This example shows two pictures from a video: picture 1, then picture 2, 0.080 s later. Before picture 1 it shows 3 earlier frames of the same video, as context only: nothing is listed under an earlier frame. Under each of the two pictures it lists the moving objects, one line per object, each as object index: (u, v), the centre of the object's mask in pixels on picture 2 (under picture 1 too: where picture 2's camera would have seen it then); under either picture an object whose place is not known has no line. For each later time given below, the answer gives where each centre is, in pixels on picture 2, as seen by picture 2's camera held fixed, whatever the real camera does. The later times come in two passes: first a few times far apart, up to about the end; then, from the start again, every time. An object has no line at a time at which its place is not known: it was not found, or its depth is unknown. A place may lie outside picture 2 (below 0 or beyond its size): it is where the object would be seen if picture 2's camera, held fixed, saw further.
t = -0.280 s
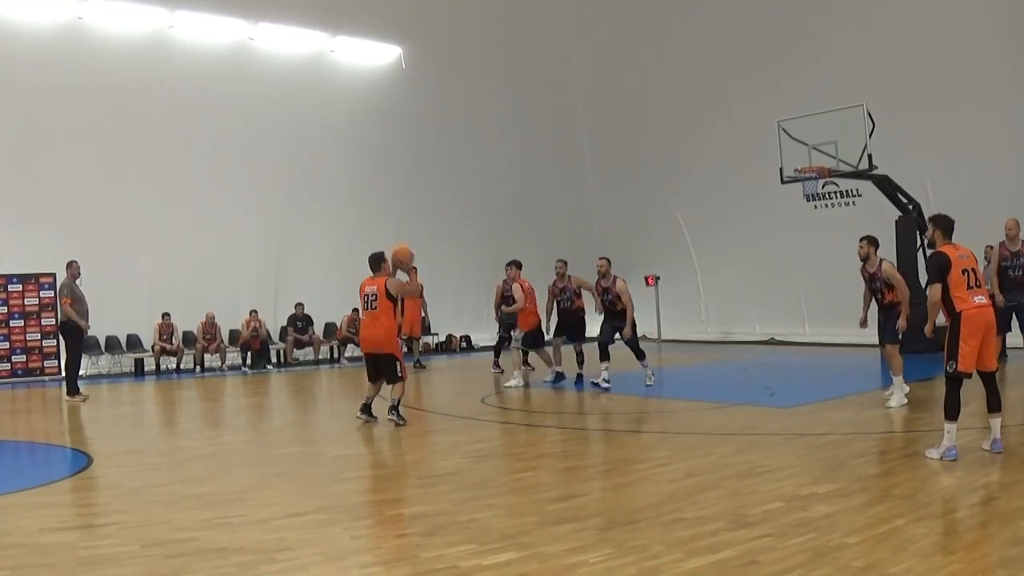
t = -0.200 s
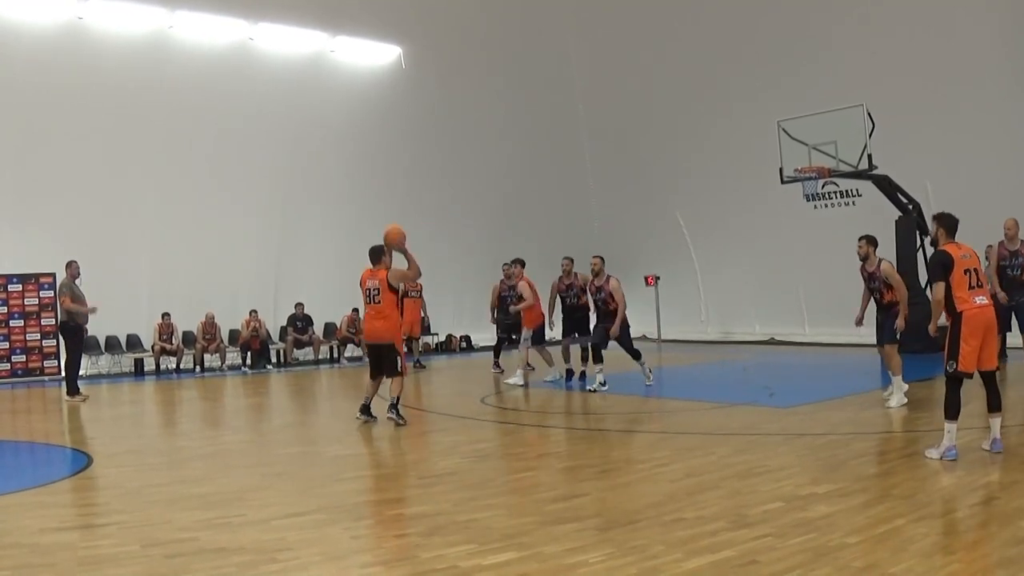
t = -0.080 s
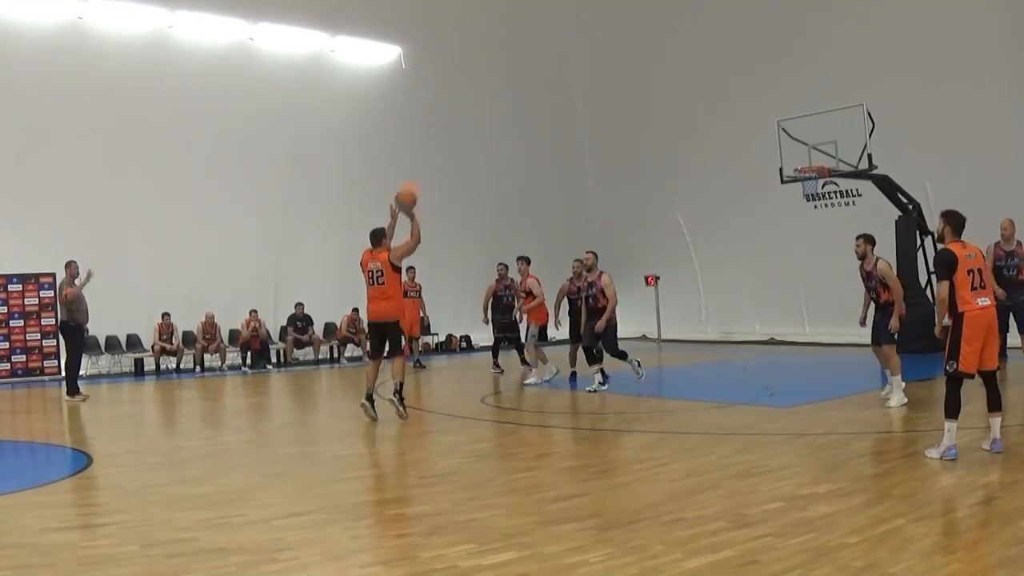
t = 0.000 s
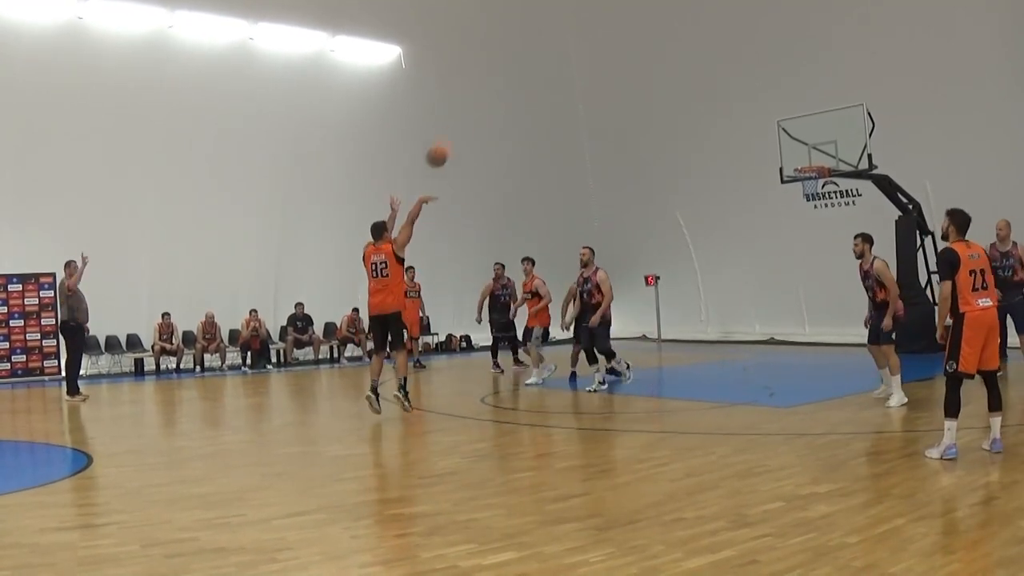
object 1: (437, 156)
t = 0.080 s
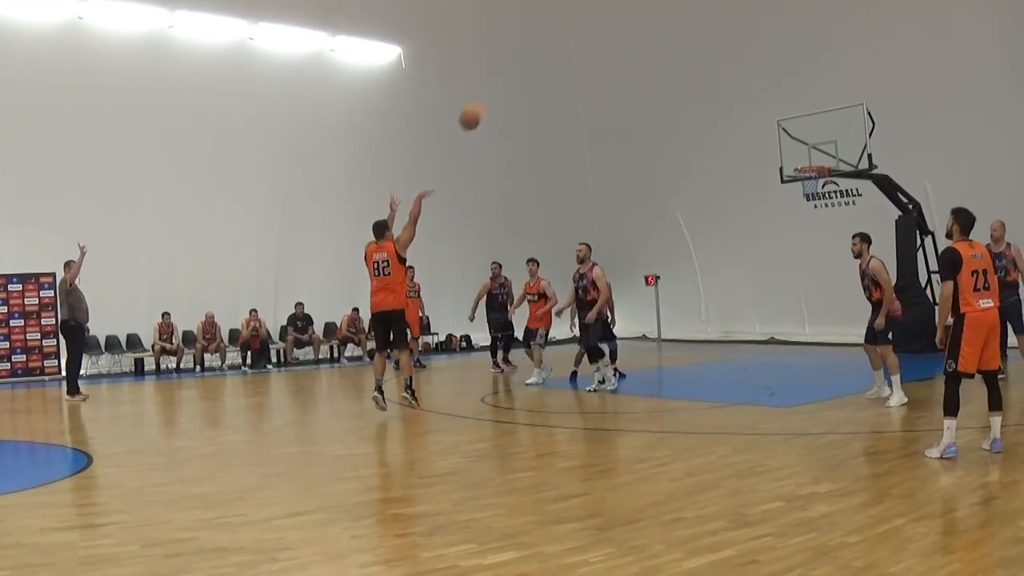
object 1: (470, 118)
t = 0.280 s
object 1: (545, 58)
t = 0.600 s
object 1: (648, 36)
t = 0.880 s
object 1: (726, 75)
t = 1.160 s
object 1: (795, 156)
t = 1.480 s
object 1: (779, 118)
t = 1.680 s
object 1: (769, 121)
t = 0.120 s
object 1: (485, 103)
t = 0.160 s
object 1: (501, 89)
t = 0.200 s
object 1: (517, 77)
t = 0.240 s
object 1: (531, 66)
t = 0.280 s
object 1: (545, 58)
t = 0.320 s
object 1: (559, 50)
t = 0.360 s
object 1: (573, 45)
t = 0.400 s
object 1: (587, 39)
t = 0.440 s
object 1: (599, 36)
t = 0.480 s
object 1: (612, 35)
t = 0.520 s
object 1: (624, 34)
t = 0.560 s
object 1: (636, 34)
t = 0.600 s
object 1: (648, 36)
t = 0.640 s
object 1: (660, 38)
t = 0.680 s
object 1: (672, 41)
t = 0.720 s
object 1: (683, 47)
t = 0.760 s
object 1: (694, 52)
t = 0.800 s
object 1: (705, 59)
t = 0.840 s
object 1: (716, 66)
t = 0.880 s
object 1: (726, 75)
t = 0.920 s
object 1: (737, 84)
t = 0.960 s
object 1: (747, 94)
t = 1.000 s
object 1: (757, 105)
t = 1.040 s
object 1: (767, 117)
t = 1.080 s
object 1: (777, 130)
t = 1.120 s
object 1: (786, 143)
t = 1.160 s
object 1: (795, 156)
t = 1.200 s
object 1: (796, 156)
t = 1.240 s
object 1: (794, 147)
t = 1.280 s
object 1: (791, 140)
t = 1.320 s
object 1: (789, 133)
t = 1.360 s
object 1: (786, 128)
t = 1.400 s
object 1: (784, 124)
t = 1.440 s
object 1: (781, 121)
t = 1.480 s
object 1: (779, 118)
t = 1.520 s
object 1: (777, 117)
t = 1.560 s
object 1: (775, 116)
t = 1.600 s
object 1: (773, 117)
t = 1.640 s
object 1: (771, 118)
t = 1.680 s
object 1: (769, 121)
